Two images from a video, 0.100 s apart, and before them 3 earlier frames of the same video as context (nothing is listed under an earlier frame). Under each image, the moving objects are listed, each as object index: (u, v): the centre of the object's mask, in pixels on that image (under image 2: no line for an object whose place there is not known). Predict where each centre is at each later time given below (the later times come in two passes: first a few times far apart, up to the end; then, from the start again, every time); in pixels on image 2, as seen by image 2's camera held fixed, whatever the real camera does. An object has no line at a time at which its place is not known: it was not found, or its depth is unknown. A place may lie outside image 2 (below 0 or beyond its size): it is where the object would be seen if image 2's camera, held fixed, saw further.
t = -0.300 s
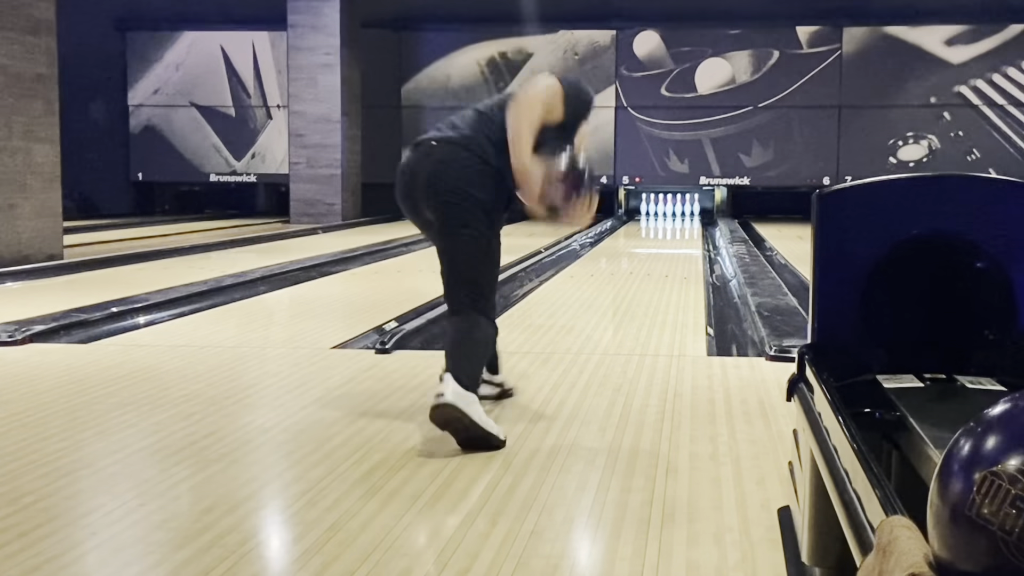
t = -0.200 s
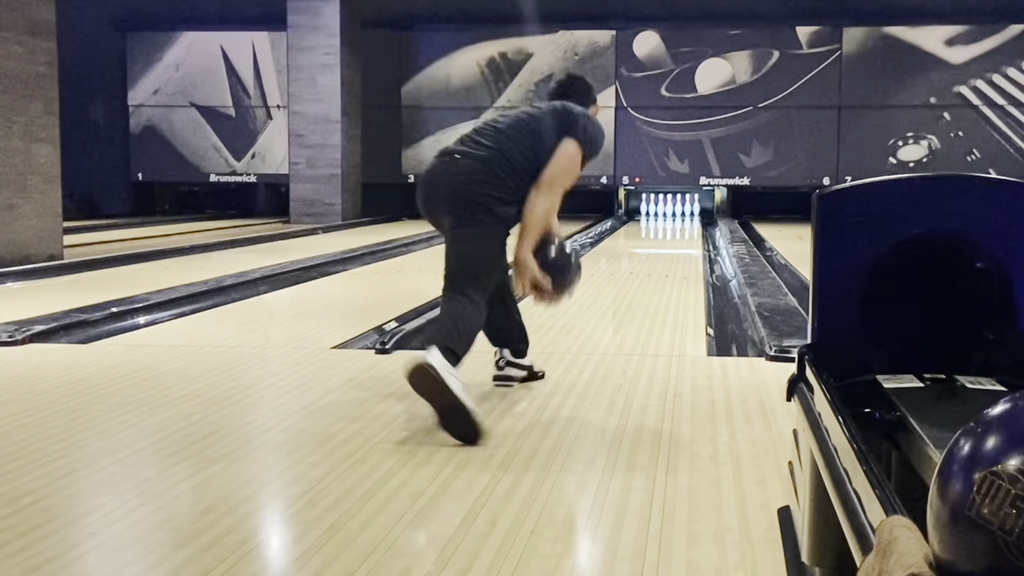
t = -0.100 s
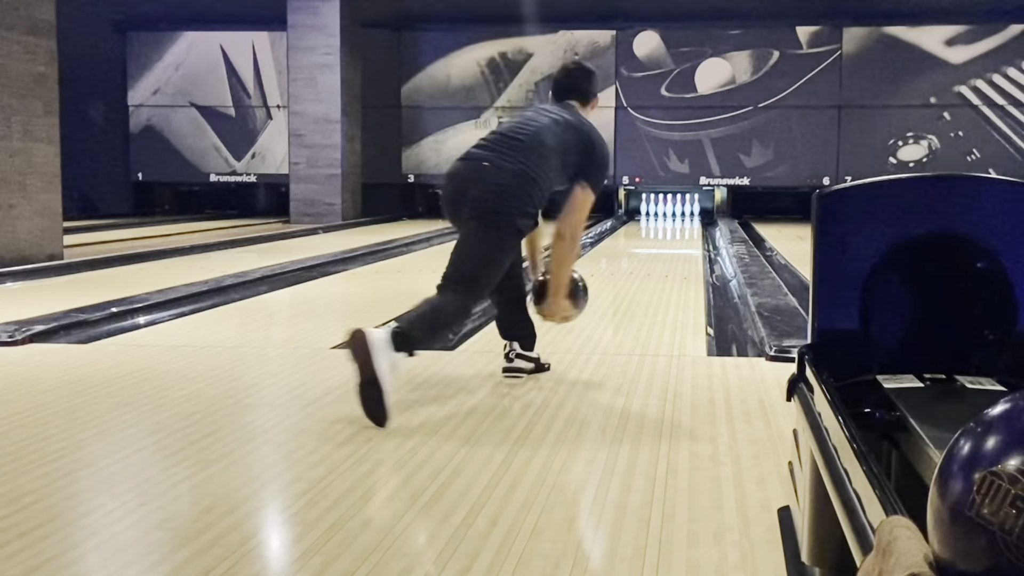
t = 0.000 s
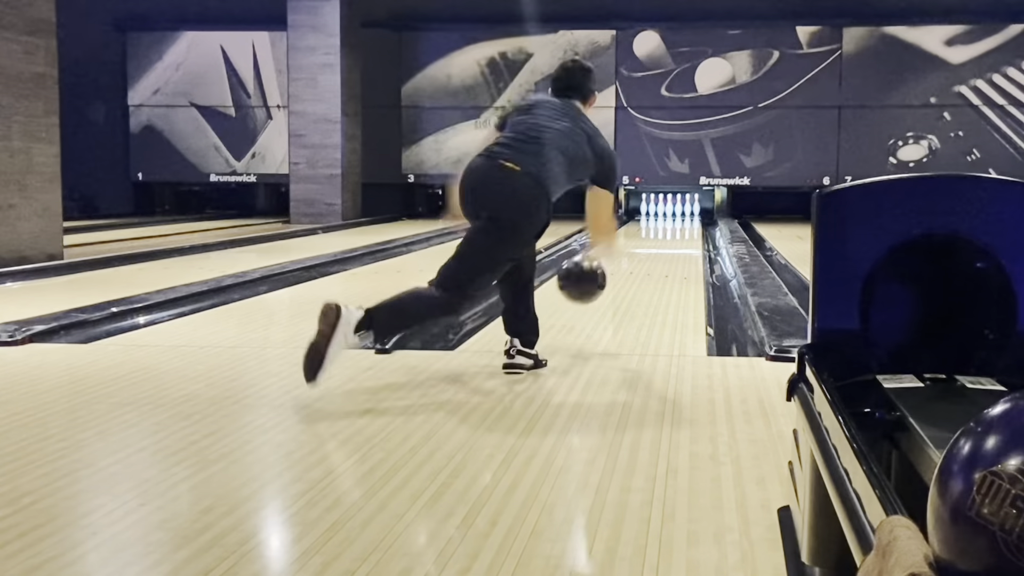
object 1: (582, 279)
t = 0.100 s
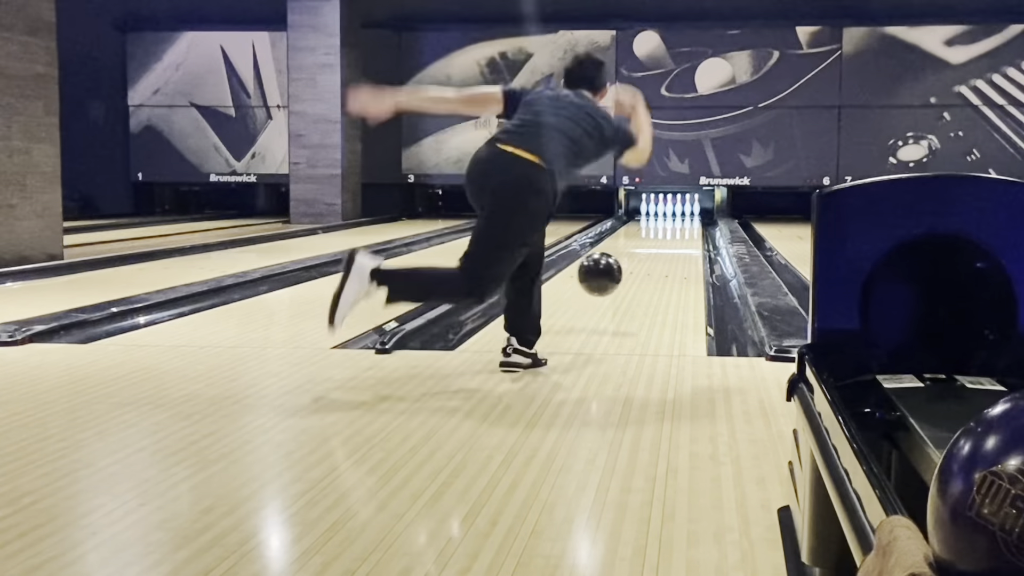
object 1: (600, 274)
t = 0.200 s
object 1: (614, 289)
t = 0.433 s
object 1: (639, 272)
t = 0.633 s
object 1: (654, 259)
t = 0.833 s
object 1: (664, 249)
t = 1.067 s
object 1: (673, 239)
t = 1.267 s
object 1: (679, 233)
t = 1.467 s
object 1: (684, 228)
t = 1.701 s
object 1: (687, 224)
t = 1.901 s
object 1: (689, 219)
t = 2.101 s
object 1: (688, 217)
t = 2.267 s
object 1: (686, 215)
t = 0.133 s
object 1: (605, 277)
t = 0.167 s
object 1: (610, 282)
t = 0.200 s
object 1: (614, 289)
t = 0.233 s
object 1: (619, 290)
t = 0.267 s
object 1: (622, 285)
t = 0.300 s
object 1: (626, 281)
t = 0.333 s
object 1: (630, 281)
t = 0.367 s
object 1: (633, 277)
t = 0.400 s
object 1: (636, 275)
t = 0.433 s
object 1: (639, 272)
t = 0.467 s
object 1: (642, 270)
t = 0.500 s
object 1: (644, 267)
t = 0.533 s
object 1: (647, 265)
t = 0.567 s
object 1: (649, 263)
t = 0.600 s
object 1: (652, 261)
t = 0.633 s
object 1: (654, 259)
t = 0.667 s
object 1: (656, 257)
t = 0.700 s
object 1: (657, 255)
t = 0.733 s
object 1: (659, 254)
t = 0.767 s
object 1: (661, 252)
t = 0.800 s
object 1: (663, 251)
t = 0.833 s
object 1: (664, 249)
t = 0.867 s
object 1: (666, 248)
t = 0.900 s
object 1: (667, 246)
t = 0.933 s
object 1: (668, 245)
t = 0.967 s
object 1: (670, 244)
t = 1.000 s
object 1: (671, 242)
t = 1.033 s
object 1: (672, 241)
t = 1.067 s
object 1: (673, 239)
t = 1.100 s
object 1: (675, 238)
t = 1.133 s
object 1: (676, 238)
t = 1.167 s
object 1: (677, 236)
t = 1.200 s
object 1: (678, 236)
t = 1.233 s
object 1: (679, 235)
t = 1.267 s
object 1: (679, 233)
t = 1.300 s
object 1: (680, 232)
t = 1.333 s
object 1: (681, 232)
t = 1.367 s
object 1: (682, 230)
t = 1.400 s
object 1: (683, 229)
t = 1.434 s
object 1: (683, 228)
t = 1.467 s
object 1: (684, 228)
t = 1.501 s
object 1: (684, 228)
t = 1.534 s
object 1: (685, 227)
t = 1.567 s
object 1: (685, 226)
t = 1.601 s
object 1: (686, 225)
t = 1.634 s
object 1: (686, 225)
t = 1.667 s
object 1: (687, 224)
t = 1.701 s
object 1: (687, 224)
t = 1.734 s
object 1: (687, 223)
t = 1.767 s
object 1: (688, 222)
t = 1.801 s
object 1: (688, 221)
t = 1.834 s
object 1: (688, 220)
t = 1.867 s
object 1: (688, 220)
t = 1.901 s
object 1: (689, 219)
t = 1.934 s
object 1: (689, 219)
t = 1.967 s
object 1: (689, 218)
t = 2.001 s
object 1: (689, 218)
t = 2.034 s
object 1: (688, 218)
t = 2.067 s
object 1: (688, 217)
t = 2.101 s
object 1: (688, 217)
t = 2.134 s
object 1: (688, 217)
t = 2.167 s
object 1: (687, 216)
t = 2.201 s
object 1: (687, 216)
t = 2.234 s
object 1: (687, 215)
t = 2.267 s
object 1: (686, 215)
